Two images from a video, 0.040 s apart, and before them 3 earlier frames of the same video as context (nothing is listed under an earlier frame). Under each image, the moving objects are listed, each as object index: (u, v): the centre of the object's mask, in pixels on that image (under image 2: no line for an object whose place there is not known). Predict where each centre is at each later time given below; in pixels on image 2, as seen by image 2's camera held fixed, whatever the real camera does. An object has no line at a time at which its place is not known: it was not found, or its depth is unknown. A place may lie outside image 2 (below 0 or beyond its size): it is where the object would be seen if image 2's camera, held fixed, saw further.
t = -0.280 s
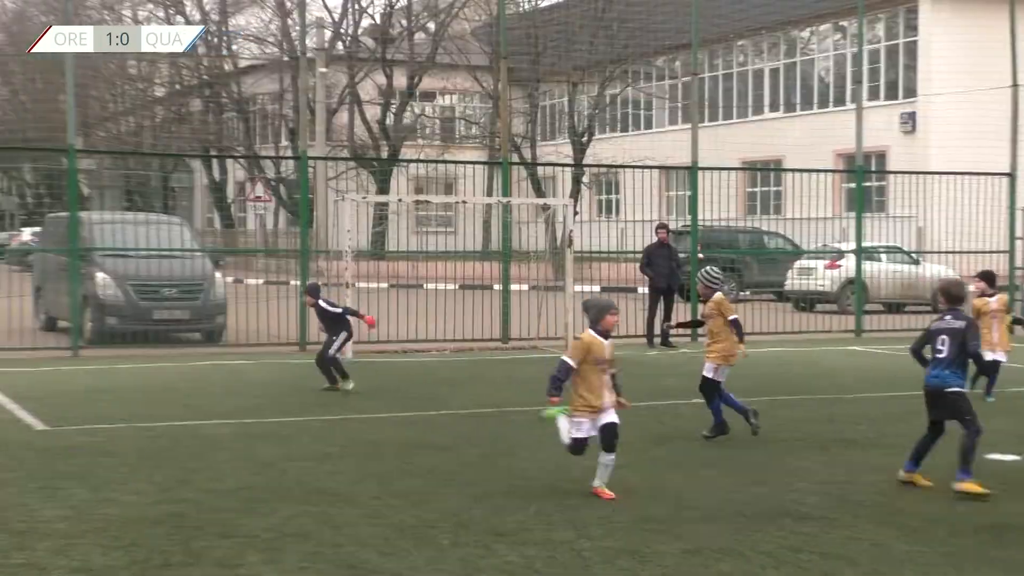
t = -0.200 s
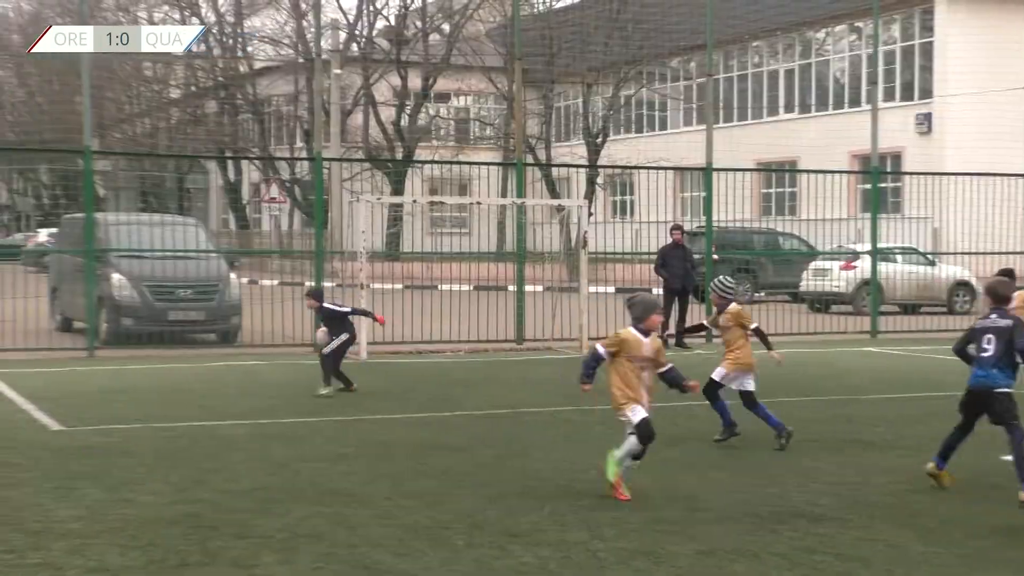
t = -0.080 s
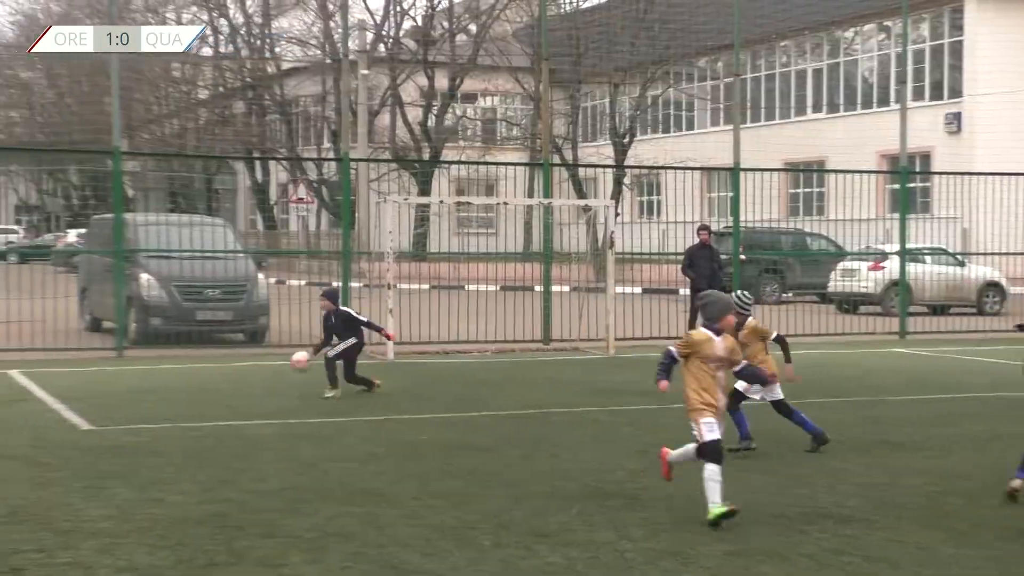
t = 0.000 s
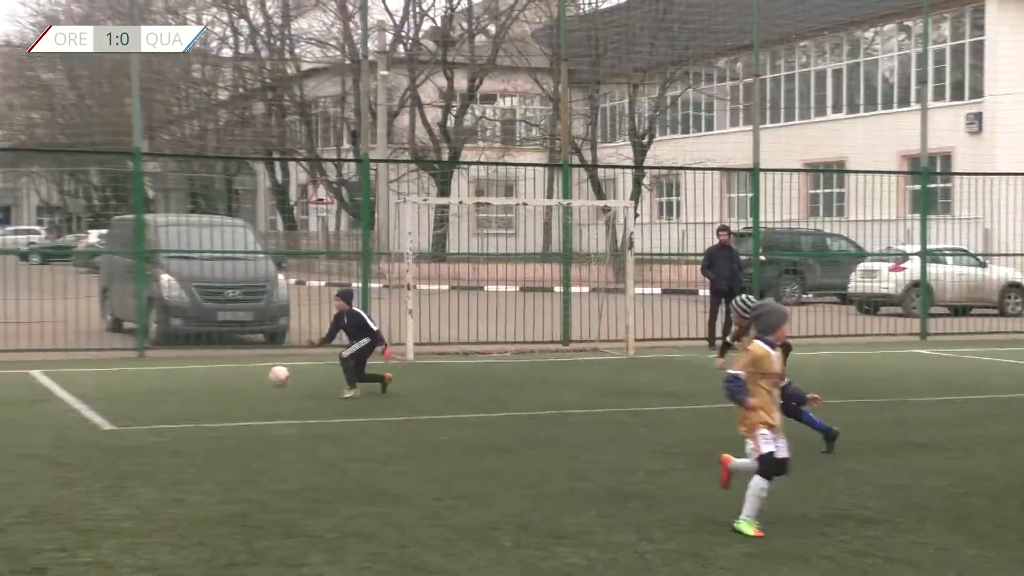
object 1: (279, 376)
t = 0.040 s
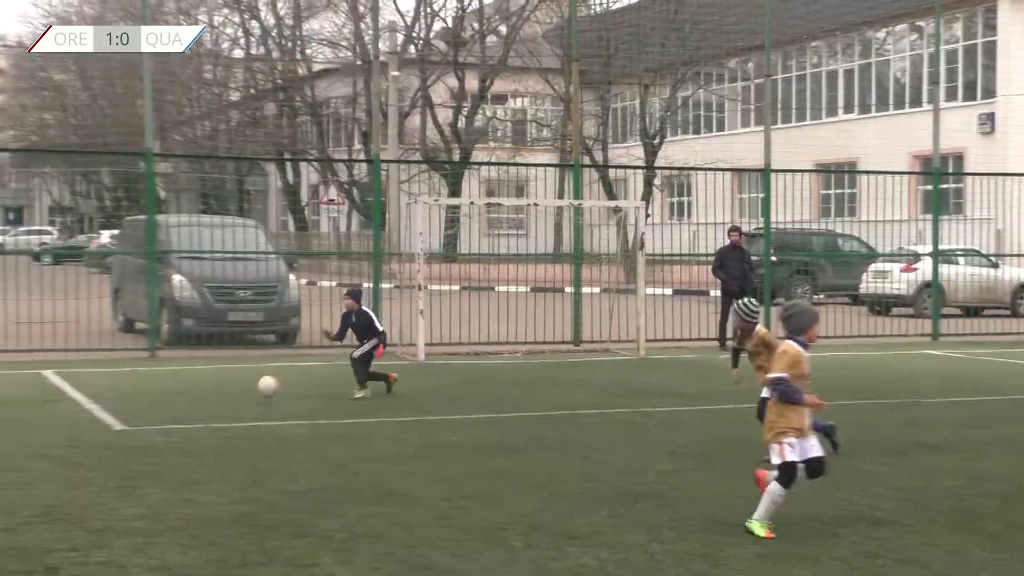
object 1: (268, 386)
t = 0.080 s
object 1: (248, 393)
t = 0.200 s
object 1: (204, 379)
